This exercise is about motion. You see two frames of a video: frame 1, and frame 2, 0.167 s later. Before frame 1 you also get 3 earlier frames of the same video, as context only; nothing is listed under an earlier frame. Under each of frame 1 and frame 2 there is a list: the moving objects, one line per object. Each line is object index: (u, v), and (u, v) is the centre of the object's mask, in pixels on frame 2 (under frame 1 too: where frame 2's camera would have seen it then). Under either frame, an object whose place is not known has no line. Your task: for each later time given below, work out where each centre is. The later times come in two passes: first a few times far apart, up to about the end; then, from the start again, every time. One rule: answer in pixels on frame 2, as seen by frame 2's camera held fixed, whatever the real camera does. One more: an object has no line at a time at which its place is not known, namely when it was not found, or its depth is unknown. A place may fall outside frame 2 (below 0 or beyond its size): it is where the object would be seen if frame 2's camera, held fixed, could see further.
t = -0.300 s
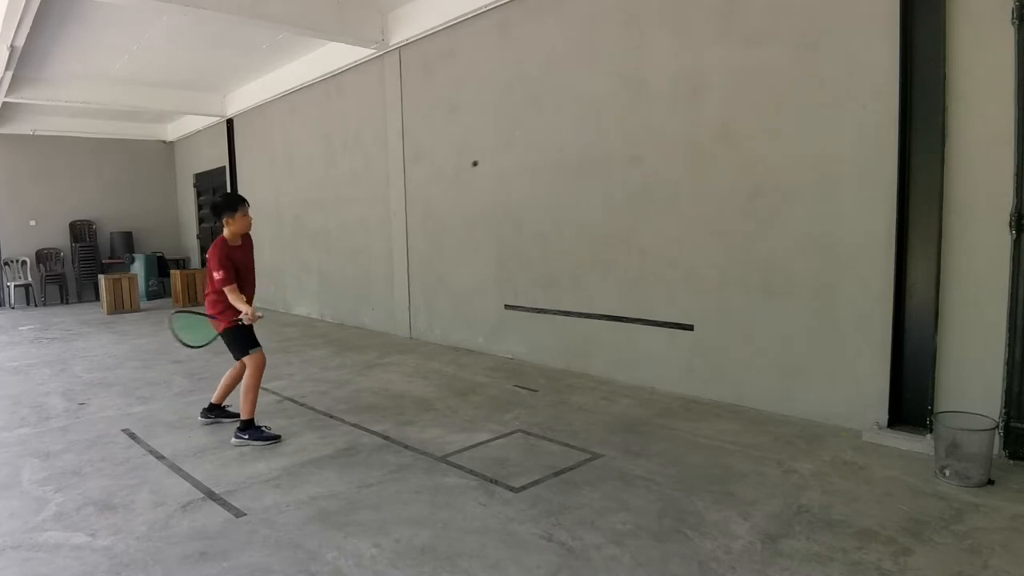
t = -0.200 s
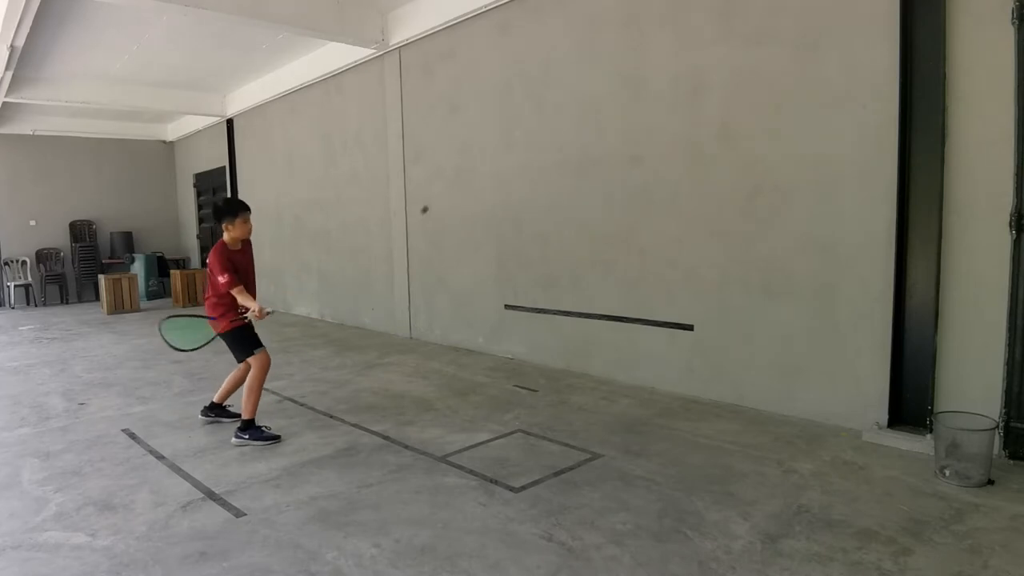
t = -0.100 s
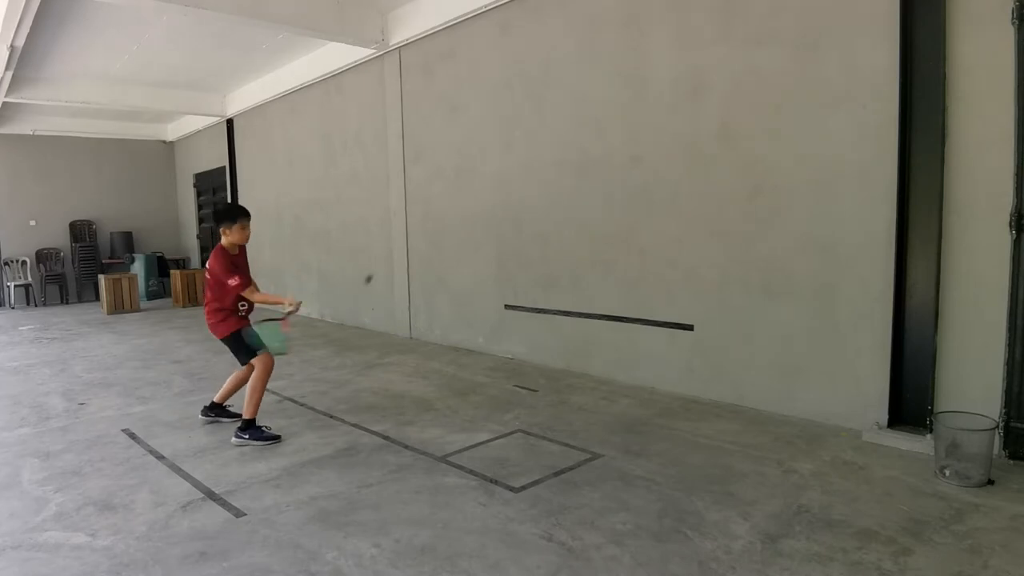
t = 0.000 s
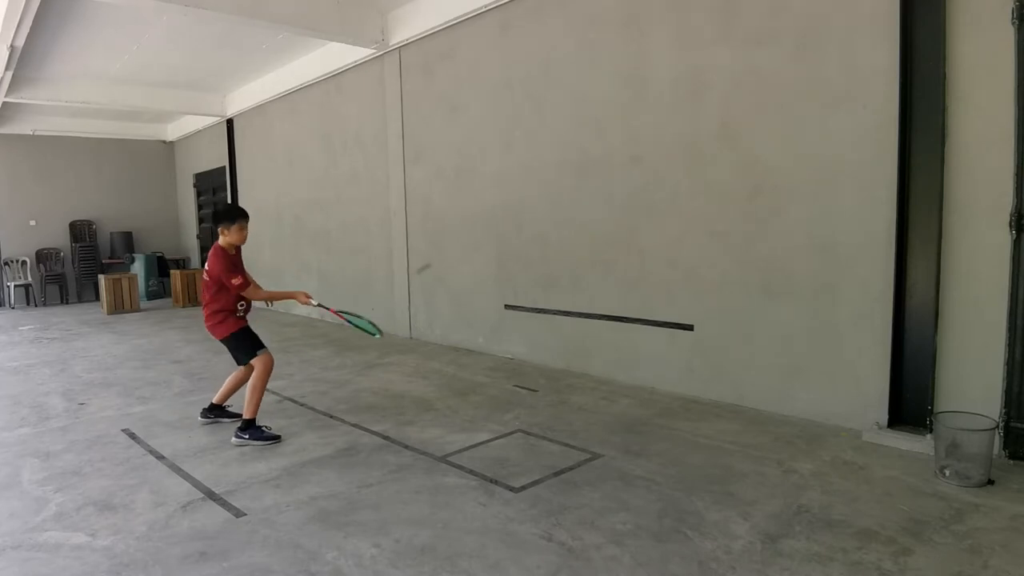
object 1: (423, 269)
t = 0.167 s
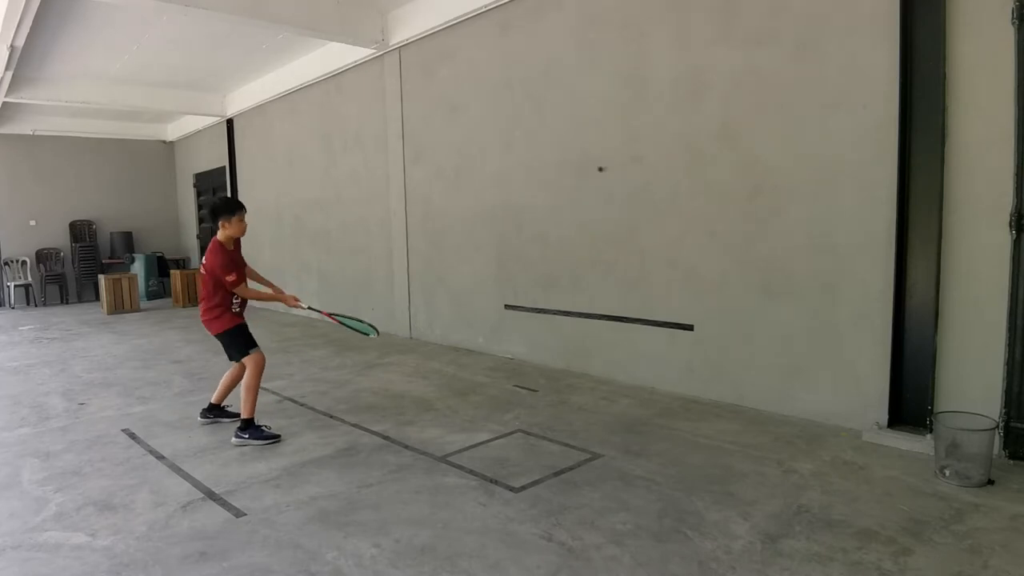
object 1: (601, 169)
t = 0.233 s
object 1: (574, 159)
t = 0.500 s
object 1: (443, 176)
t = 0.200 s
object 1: (588, 163)
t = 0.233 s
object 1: (574, 159)
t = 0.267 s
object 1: (560, 155)
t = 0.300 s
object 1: (545, 153)
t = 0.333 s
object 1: (531, 152)
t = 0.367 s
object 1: (514, 153)
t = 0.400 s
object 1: (497, 156)
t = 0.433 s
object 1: (480, 161)
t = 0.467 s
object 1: (462, 167)
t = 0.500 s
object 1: (443, 176)
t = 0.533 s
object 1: (423, 187)
